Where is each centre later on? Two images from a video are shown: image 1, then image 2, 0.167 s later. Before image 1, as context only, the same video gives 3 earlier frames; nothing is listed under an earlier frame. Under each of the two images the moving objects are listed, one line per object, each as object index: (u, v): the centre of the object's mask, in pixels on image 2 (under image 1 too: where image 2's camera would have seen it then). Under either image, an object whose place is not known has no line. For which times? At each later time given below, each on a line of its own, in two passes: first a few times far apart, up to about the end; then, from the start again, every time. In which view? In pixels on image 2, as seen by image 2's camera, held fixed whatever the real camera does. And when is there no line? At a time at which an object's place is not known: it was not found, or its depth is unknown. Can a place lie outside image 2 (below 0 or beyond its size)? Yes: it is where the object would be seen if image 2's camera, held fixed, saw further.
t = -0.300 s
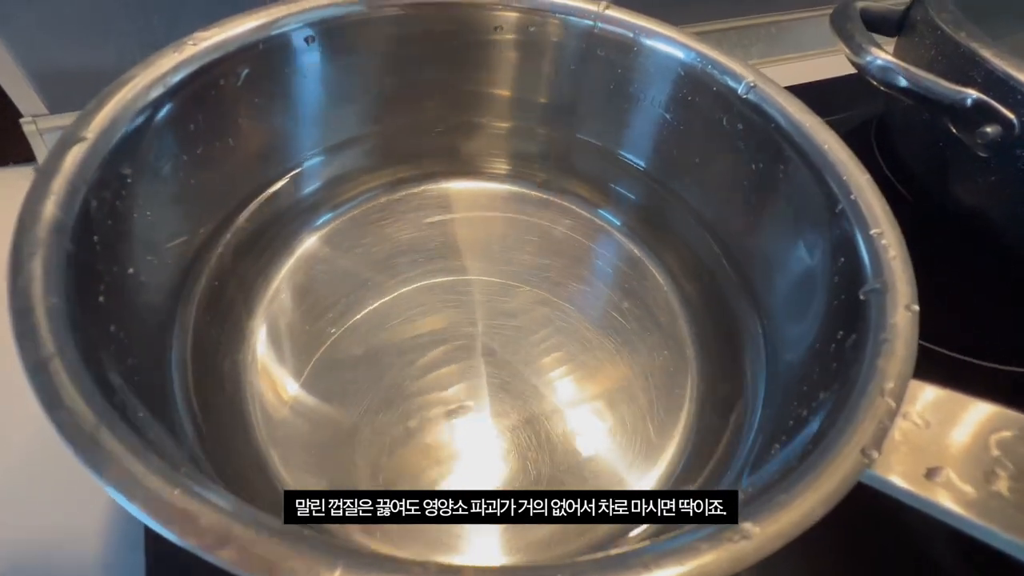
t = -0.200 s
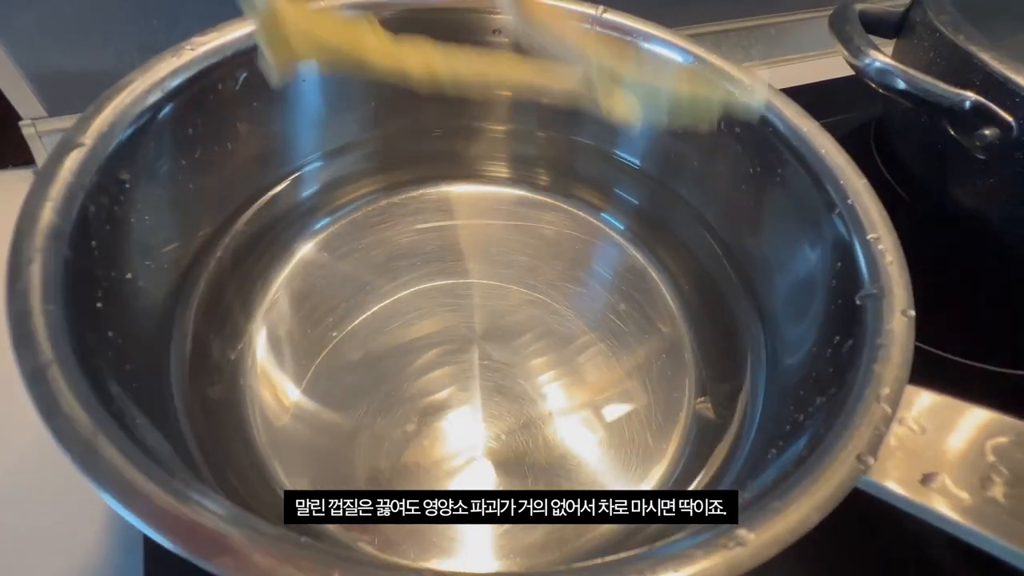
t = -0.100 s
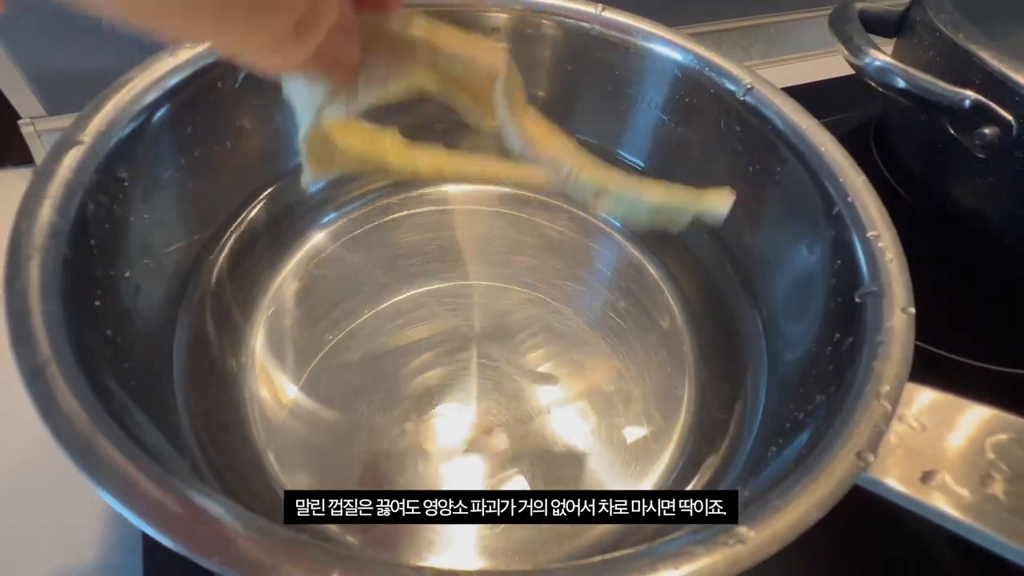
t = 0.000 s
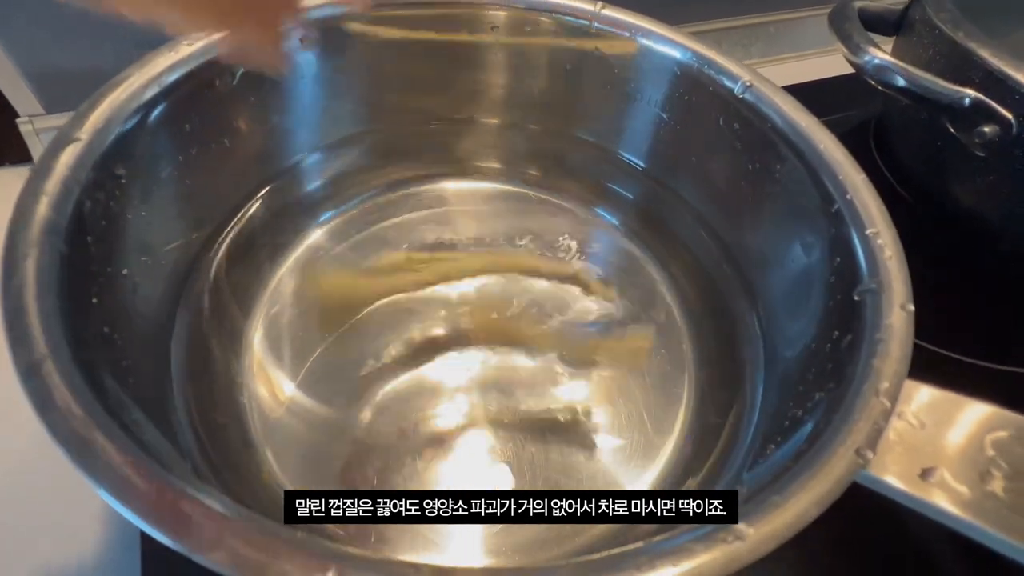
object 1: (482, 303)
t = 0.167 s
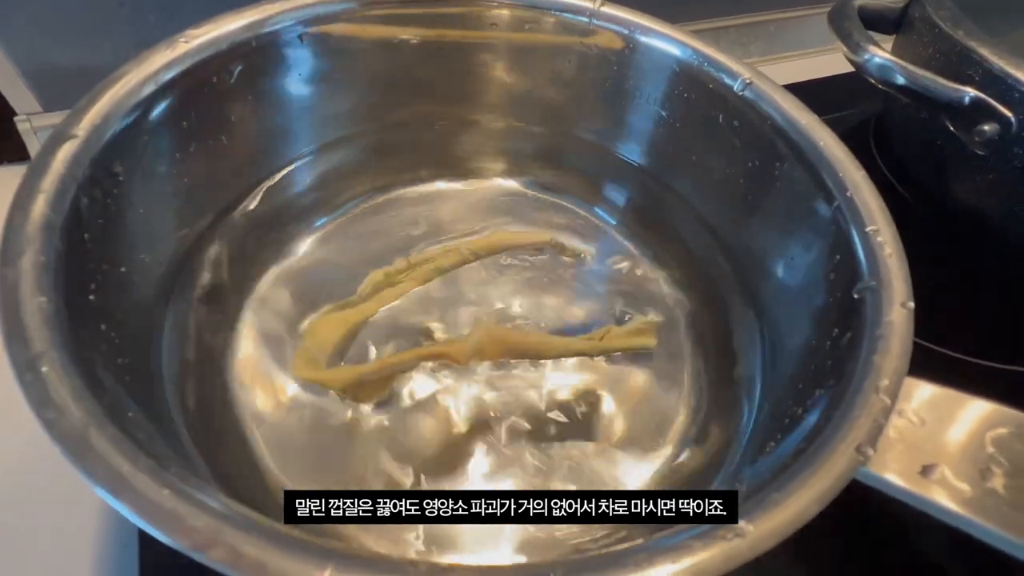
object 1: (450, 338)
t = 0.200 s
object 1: (452, 340)
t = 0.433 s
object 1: (486, 348)
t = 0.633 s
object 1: (507, 344)
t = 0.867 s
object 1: (543, 329)
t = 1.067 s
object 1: (557, 312)
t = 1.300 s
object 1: (562, 286)
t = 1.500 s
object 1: (567, 264)
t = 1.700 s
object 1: (553, 249)
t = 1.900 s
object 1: (537, 233)
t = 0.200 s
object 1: (452, 340)
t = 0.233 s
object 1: (462, 339)
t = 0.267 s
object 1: (463, 343)
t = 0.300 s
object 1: (472, 343)
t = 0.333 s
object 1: (474, 345)
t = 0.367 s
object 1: (482, 345)
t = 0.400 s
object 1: (484, 347)
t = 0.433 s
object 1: (486, 348)
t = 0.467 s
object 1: (486, 348)
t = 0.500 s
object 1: (494, 345)
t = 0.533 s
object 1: (495, 348)
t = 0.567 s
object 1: (500, 347)
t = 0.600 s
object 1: (502, 347)
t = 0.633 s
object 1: (507, 344)
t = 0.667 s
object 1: (510, 346)
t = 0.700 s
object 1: (517, 342)
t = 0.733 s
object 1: (523, 342)
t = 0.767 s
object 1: (530, 336)
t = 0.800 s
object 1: (532, 336)
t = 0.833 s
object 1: (536, 335)
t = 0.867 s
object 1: (543, 329)
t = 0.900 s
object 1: (547, 322)
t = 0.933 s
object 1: (551, 315)
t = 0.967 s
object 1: (553, 312)
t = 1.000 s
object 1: (556, 316)
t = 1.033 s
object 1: (556, 314)
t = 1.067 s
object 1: (557, 312)
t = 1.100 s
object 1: (557, 304)
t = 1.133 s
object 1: (558, 302)
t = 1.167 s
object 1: (558, 297)
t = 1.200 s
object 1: (560, 295)
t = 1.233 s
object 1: (561, 294)
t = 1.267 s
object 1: (561, 288)
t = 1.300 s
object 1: (562, 286)
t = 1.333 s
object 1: (563, 283)
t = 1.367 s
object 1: (565, 279)
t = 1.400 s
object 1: (571, 277)
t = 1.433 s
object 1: (568, 269)
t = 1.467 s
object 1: (565, 264)
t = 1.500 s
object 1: (567, 264)
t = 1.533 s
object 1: (566, 262)
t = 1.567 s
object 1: (563, 260)
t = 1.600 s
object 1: (558, 257)
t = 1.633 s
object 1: (558, 257)
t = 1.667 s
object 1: (558, 254)
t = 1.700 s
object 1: (553, 249)
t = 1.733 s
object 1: (554, 248)
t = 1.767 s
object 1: (545, 242)
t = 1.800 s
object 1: (545, 241)
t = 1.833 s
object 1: (537, 238)
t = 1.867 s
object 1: (541, 235)
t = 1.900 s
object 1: (537, 233)
